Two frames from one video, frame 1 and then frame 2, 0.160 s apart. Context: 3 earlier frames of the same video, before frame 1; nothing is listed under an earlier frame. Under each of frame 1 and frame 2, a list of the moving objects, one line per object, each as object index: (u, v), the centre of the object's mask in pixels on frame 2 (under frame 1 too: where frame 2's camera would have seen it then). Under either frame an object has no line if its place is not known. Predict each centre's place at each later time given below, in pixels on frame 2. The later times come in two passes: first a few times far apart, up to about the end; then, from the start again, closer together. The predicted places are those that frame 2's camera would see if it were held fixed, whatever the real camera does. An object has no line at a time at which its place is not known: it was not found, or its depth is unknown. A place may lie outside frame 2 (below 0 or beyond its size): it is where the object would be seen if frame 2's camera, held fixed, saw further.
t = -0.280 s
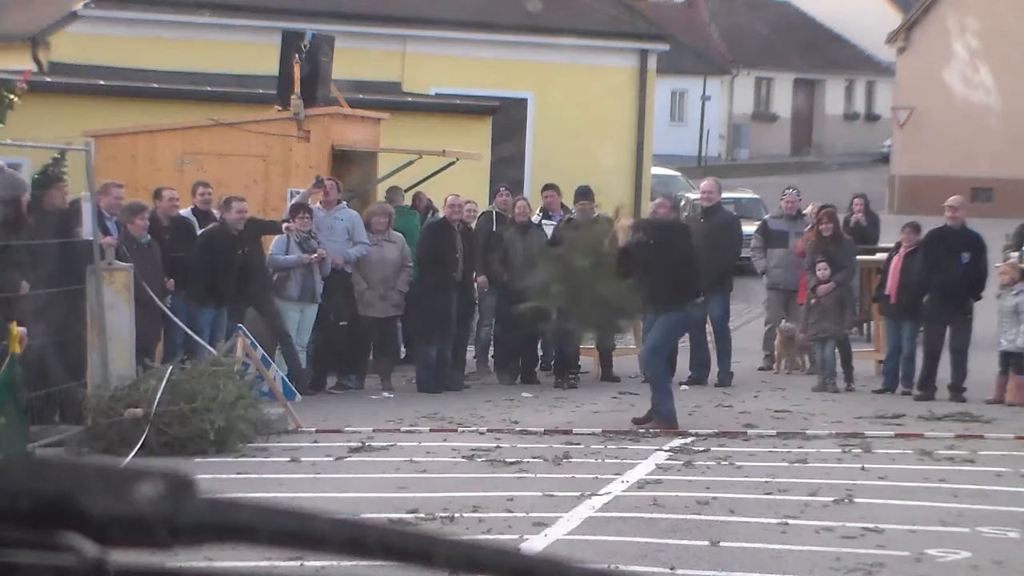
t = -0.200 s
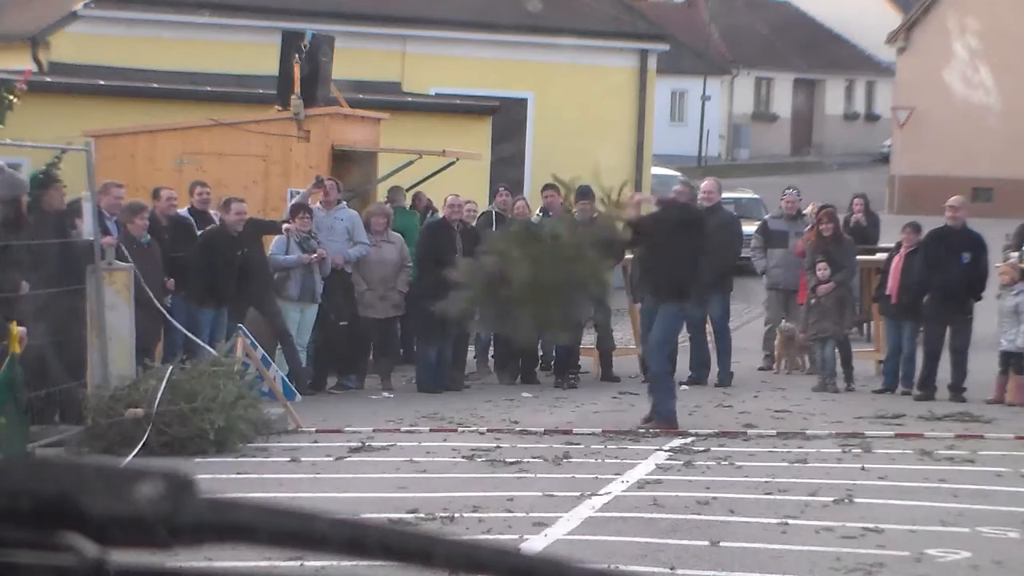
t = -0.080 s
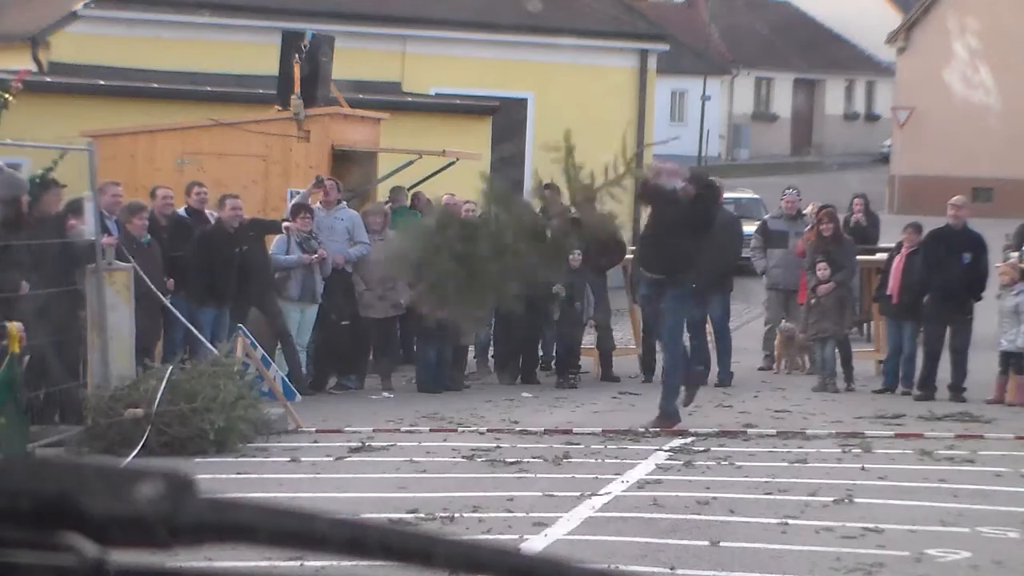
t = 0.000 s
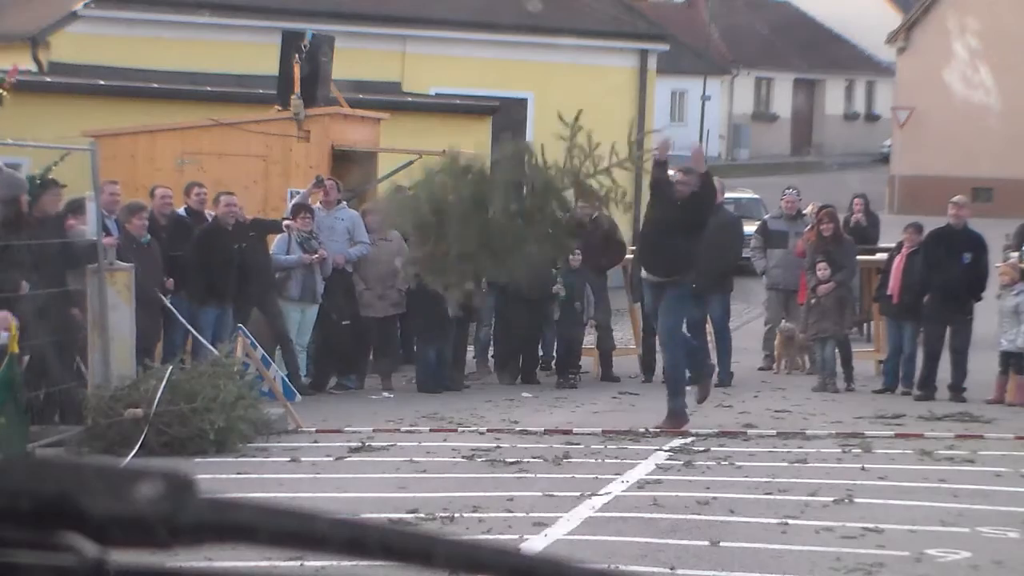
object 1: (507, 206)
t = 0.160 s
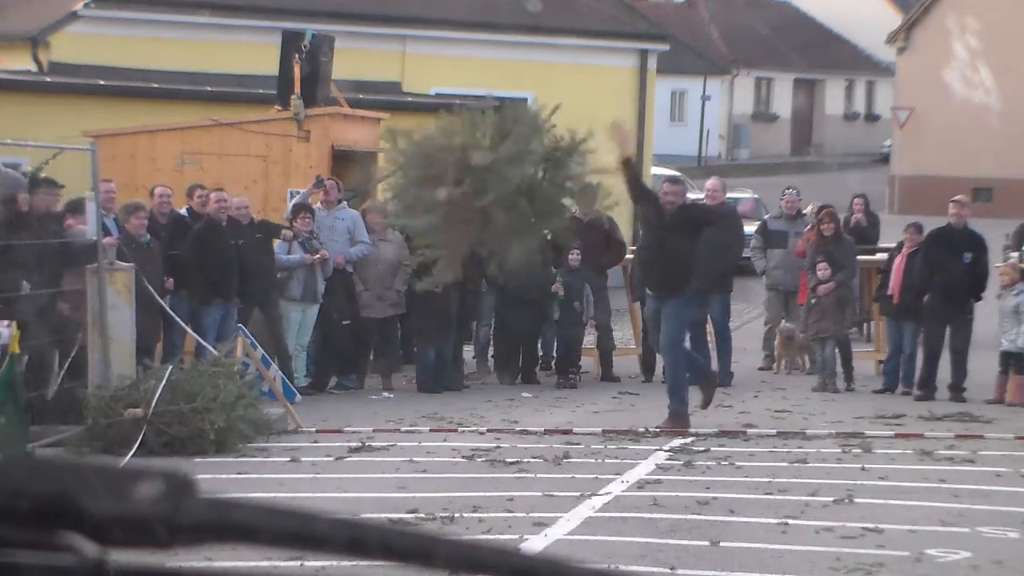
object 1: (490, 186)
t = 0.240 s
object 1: (484, 186)
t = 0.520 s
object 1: (480, 272)
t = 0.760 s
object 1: (492, 460)
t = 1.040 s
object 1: (545, 456)
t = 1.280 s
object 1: (581, 456)
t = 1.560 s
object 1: (671, 494)
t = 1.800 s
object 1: (727, 481)
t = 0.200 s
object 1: (484, 187)
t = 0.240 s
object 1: (484, 186)
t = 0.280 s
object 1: (483, 188)
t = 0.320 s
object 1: (486, 194)
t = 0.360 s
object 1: (487, 203)
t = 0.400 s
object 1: (485, 216)
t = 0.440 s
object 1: (483, 232)
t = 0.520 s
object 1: (480, 272)
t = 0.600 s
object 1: (479, 340)
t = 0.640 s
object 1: (482, 367)
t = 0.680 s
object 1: (485, 401)
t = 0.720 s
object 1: (496, 430)
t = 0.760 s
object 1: (492, 460)
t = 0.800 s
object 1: (488, 473)
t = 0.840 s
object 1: (493, 476)
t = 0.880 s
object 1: (506, 476)
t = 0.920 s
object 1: (524, 472)
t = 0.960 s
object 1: (531, 465)
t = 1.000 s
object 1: (536, 460)
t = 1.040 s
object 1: (545, 456)
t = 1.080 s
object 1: (552, 454)
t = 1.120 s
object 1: (558, 452)
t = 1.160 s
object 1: (563, 452)
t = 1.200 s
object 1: (568, 453)
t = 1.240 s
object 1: (572, 454)
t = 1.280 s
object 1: (581, 456)
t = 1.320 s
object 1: (594, 464)
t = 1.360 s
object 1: (605, 470)
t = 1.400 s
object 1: (615, 474)
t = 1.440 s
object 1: (626, 481)
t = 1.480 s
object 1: (641, 486)
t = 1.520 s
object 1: (654, 492)
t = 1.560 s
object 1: (671, 494)
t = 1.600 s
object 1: (681, 496)
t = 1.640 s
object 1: (687, 492)
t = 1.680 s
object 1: (698, 493)
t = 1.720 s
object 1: (709, 492)
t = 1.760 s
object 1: (719, 485)
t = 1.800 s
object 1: (727, 481)
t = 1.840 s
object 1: (732, 478)
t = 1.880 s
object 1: (744, 477)
